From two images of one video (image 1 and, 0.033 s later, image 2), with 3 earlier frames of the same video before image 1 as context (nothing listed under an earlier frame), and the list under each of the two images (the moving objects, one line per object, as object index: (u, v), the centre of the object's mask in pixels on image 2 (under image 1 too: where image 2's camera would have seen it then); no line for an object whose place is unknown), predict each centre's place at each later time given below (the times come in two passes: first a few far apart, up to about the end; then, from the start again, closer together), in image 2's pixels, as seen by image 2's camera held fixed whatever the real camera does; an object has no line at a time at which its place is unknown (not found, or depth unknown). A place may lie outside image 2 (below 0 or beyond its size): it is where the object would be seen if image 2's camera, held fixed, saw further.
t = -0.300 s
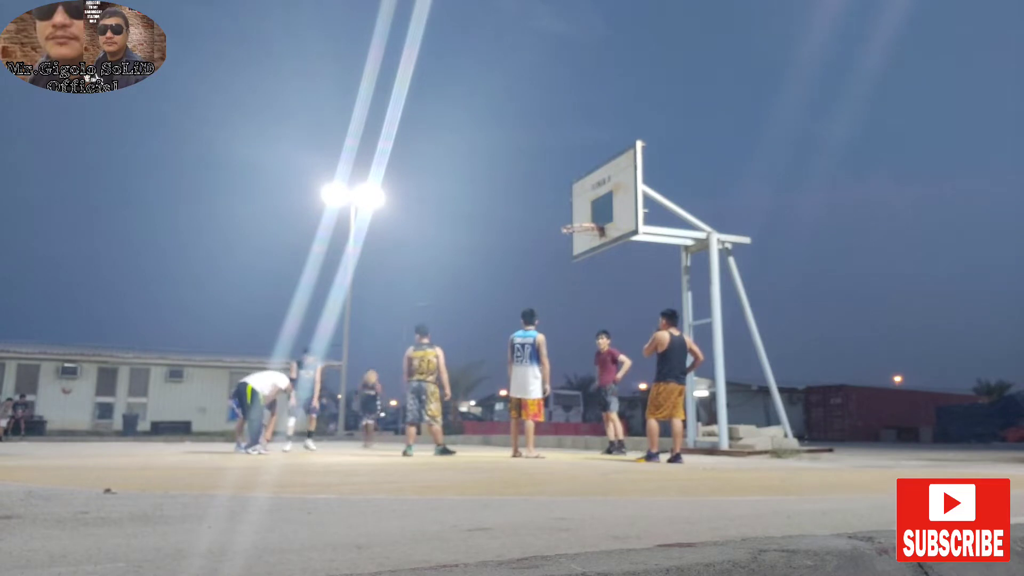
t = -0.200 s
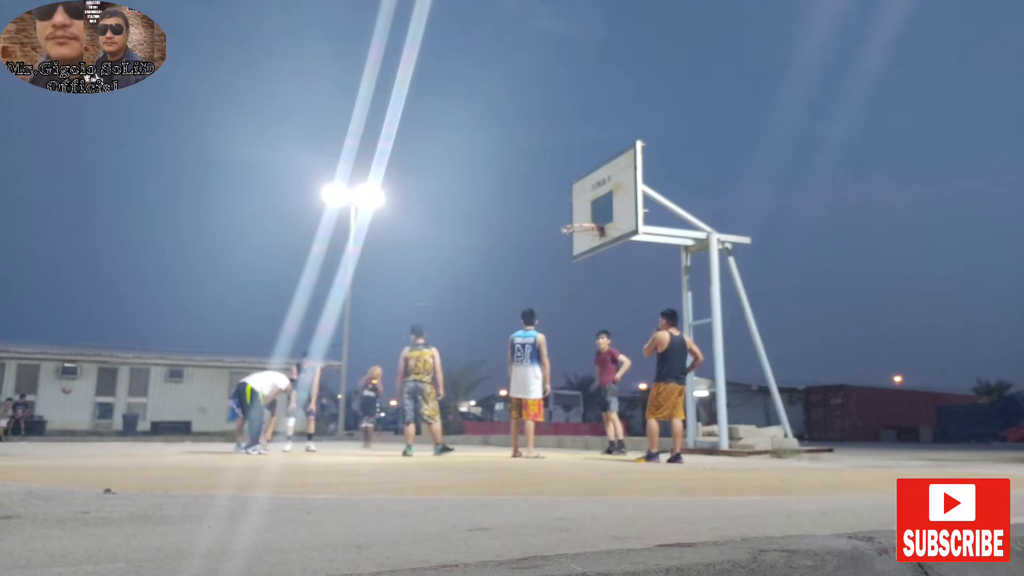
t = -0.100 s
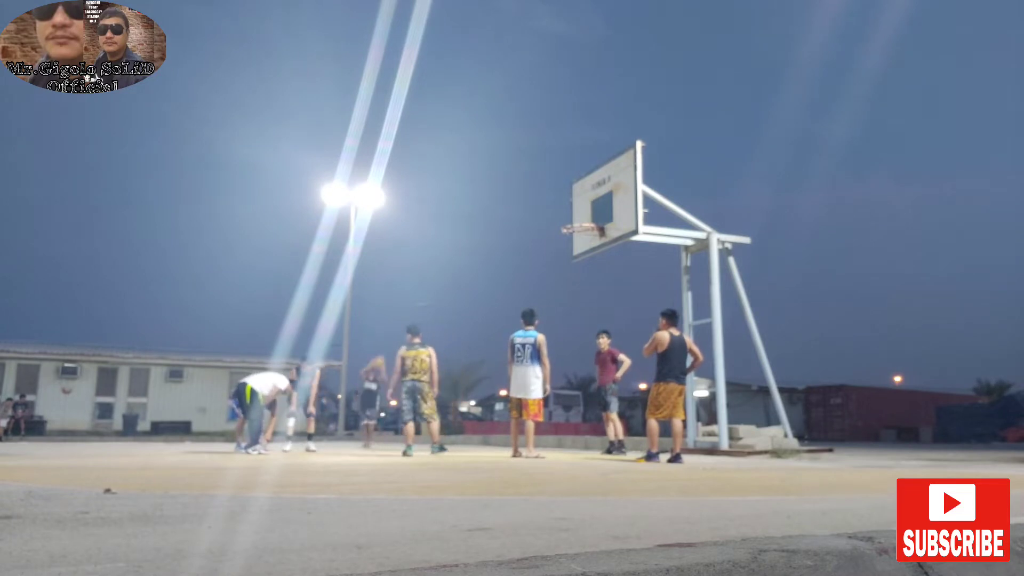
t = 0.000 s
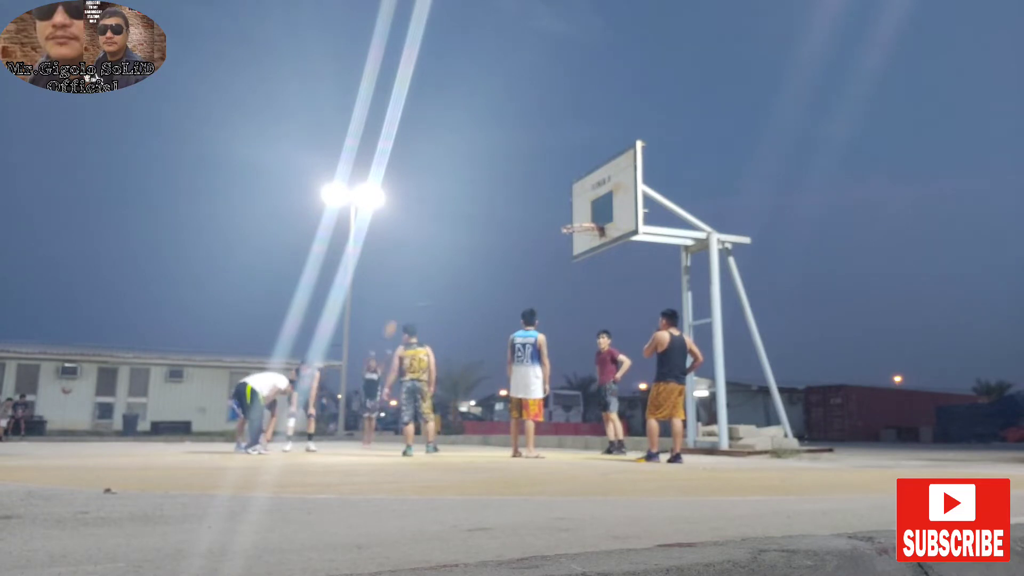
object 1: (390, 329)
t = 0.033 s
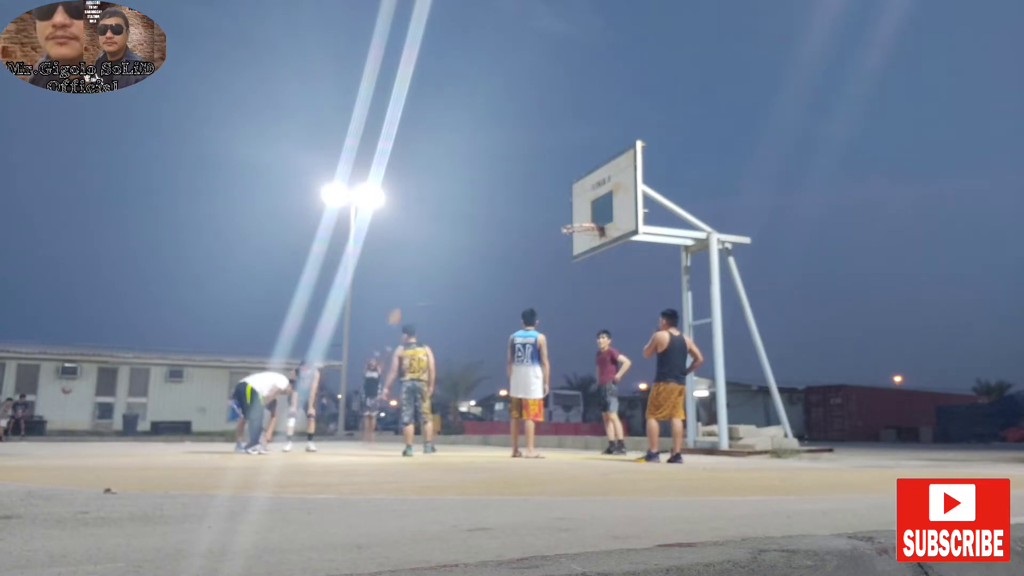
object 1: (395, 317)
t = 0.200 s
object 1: (418, 266)
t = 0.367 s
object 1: (443, 226)
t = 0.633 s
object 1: (487, 186)
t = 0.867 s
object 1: (534, 179)
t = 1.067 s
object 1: (581, 203)
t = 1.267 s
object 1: (621, 212)
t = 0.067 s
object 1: (399, 307)
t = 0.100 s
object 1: (403, 296)
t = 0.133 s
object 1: (408, 285)
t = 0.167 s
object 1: (413, 275)
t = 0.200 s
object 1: (418, 266)
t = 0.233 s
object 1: (423, 258)
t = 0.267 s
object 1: (428, 249)
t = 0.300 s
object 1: (433, 240)
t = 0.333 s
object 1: (438, 233)
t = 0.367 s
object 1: (443, 226)
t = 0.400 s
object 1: (449, 218)
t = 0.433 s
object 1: (454, 212)
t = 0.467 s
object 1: (459, 206)
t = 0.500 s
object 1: (465, 201)
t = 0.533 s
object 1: (470, 197)
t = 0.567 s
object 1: (475, 193)
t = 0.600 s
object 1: (481, 189)
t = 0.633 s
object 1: (487, 186)
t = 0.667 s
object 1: (493, 183)
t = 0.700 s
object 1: (499, 181)
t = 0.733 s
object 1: (506, 179)
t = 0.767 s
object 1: (513, 179)
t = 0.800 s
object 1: (519, 178)
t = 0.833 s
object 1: (527, 179)
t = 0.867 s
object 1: (534, 179)
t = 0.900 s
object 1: (542, 181)
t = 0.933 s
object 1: (549, 184)
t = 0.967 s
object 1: (557, 187)
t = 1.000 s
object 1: (565, 191)
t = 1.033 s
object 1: (573, 196)
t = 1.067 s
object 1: (581, 203)
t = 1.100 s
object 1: (591, 211)
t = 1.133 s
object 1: (599, 218)
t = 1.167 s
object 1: (607, 214)
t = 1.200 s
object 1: (615, 213)
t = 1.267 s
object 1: (621, 212)
